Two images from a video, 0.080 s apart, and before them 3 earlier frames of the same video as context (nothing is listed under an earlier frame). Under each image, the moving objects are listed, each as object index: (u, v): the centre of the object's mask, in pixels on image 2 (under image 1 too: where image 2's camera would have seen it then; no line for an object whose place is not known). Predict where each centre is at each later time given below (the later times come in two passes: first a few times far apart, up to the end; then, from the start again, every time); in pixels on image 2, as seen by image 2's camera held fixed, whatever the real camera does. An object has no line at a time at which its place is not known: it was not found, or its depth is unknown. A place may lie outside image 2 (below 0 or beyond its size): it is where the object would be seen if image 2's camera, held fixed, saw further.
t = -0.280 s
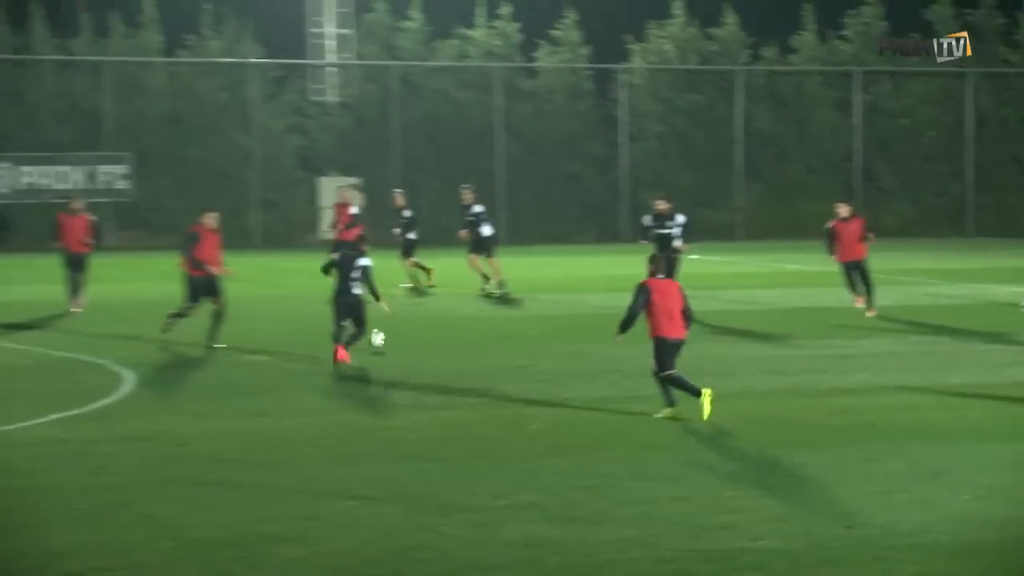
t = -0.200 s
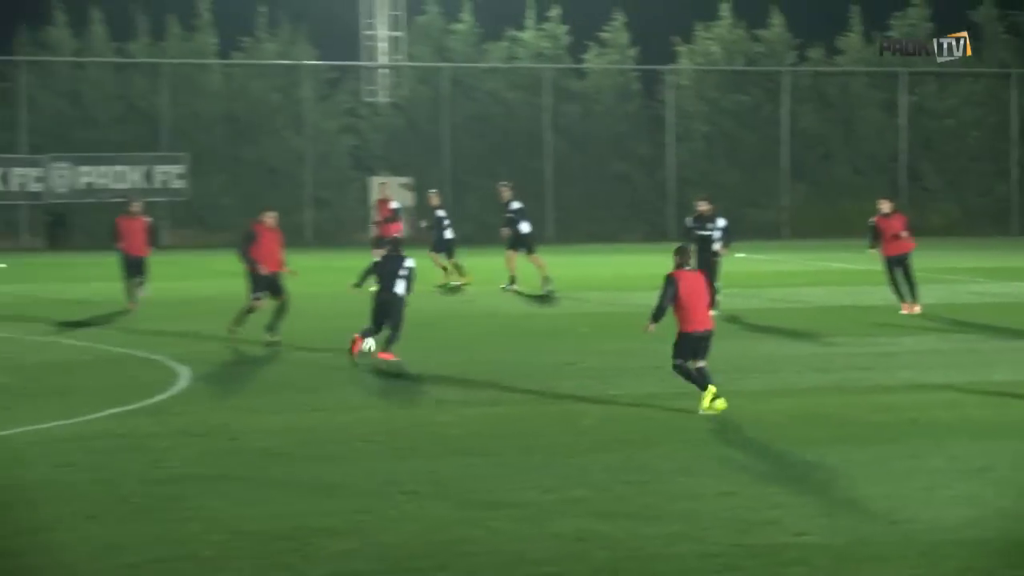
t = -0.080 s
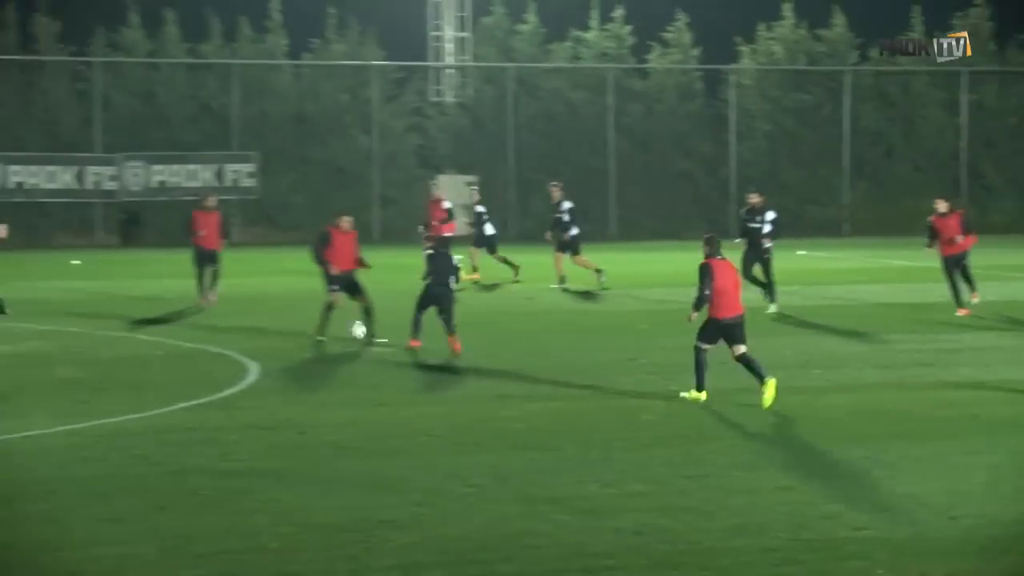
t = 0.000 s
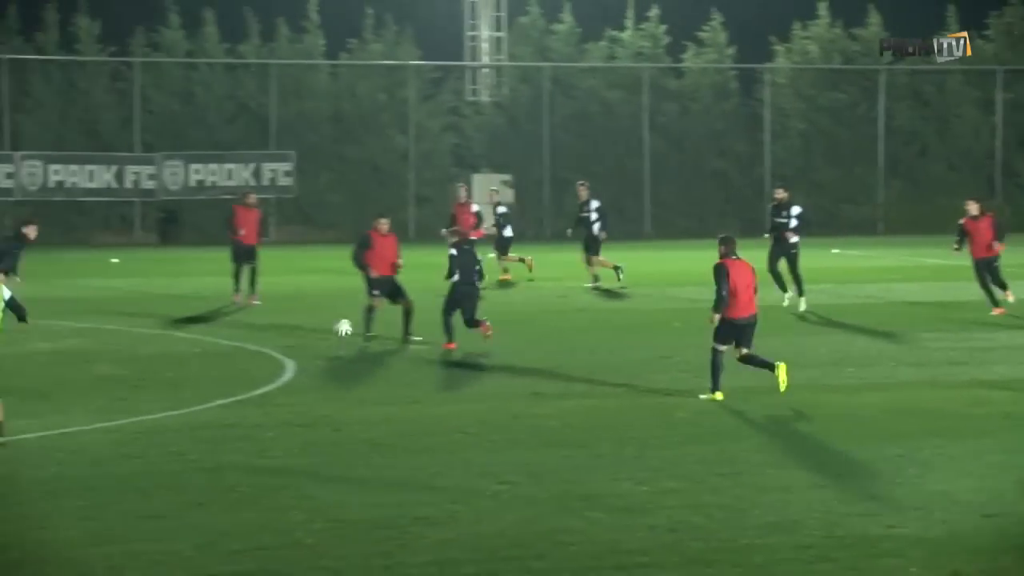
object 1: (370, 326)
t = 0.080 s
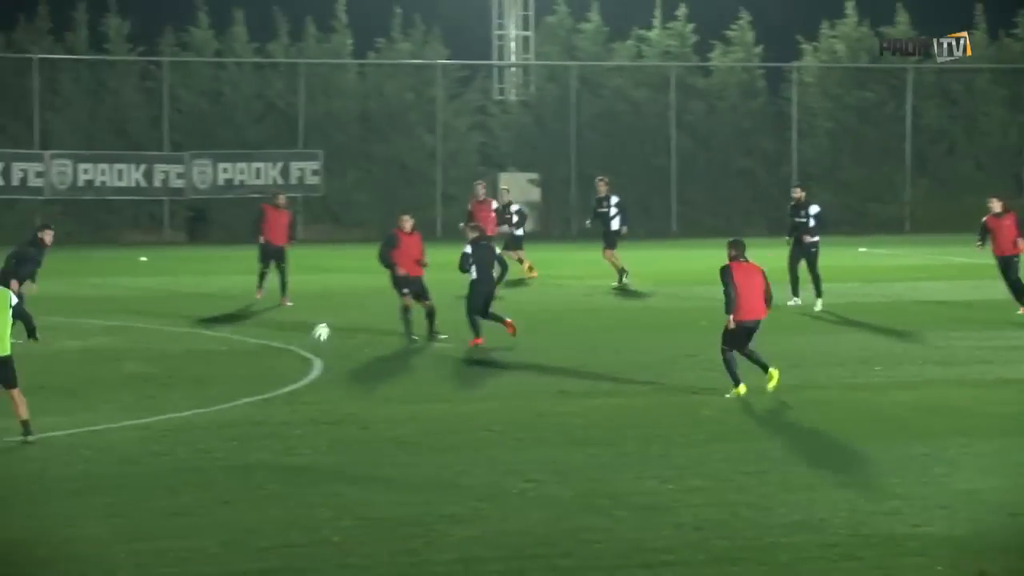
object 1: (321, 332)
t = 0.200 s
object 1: (246, 350)
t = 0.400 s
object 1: (135, 348)
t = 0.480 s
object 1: (90, 358)
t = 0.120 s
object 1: (296, 338)
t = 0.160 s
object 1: (271, 346)
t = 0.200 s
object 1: (246, 350)
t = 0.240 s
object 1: (224, 346)
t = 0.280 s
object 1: (202, 345)
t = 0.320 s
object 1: (179, 345)
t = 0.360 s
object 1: (158, 346)
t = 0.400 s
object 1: (135, 348)
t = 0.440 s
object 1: (112, 352)
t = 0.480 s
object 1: (90, 358)
